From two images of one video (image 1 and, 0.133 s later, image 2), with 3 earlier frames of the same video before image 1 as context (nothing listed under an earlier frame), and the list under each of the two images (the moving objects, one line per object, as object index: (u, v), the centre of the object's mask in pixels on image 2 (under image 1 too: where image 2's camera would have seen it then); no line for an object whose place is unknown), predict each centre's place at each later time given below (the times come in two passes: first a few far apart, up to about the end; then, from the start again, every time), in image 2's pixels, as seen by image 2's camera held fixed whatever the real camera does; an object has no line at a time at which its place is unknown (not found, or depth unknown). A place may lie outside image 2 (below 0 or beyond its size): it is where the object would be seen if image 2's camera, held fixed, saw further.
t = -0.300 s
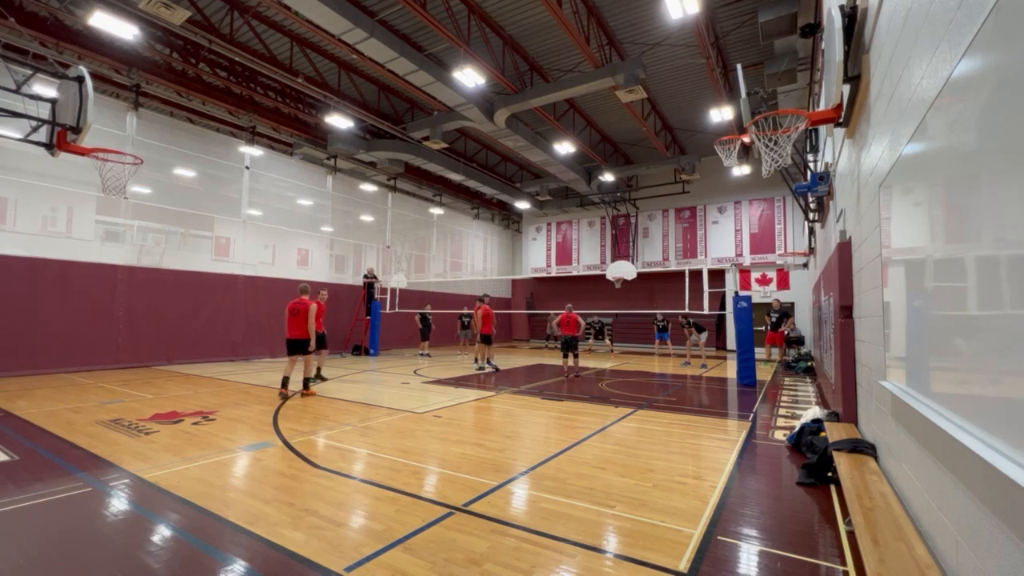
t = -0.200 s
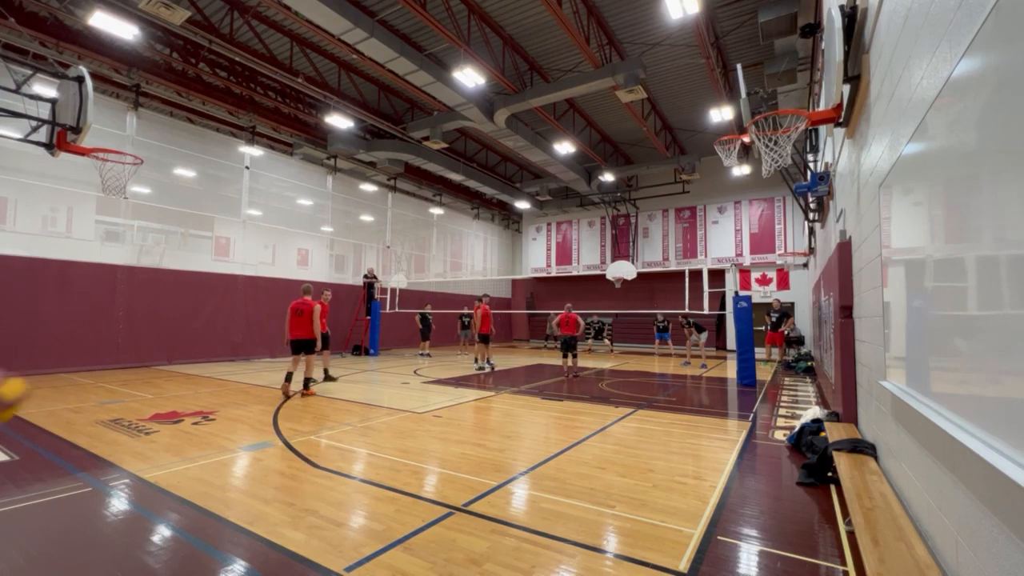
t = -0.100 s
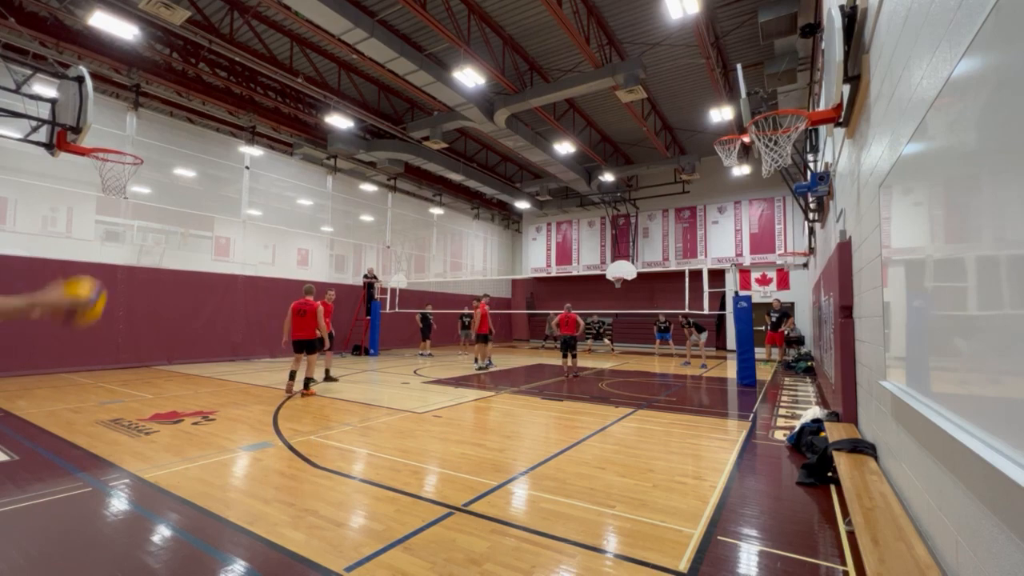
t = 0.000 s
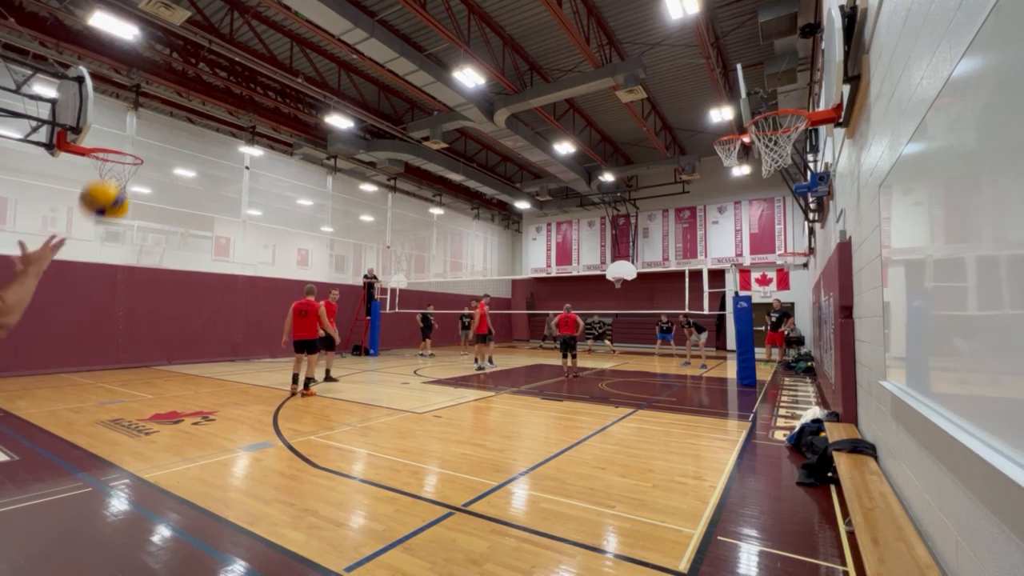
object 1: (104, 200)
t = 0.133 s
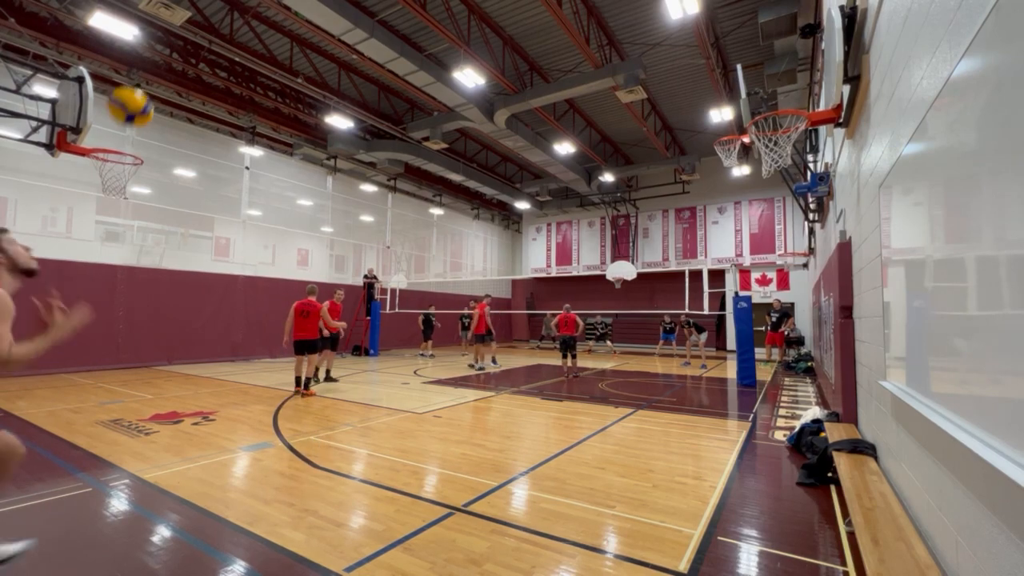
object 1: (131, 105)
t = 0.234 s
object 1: (145, 62)
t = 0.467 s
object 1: (174, 23)
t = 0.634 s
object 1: (189, 44)
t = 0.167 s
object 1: (136, 89)
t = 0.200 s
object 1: (140, 75)
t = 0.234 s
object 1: (145, 62)
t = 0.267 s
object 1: (150, 51)
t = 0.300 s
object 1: (155, 43)
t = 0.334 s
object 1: (160, 35)
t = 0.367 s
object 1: (162, 30)
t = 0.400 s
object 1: (166, 26)
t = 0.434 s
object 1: (170, 23)
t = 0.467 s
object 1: (174, 23)
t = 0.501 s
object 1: (177, 24)
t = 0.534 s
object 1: (180, 27)
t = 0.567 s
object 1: (184, 31)
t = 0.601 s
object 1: (187, 37)
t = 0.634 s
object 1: (189, 44)
